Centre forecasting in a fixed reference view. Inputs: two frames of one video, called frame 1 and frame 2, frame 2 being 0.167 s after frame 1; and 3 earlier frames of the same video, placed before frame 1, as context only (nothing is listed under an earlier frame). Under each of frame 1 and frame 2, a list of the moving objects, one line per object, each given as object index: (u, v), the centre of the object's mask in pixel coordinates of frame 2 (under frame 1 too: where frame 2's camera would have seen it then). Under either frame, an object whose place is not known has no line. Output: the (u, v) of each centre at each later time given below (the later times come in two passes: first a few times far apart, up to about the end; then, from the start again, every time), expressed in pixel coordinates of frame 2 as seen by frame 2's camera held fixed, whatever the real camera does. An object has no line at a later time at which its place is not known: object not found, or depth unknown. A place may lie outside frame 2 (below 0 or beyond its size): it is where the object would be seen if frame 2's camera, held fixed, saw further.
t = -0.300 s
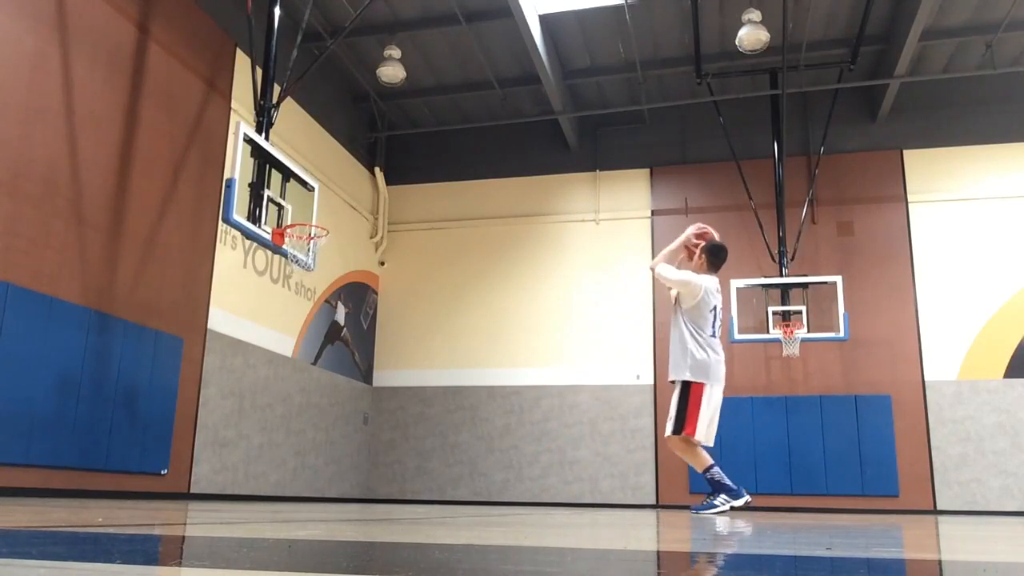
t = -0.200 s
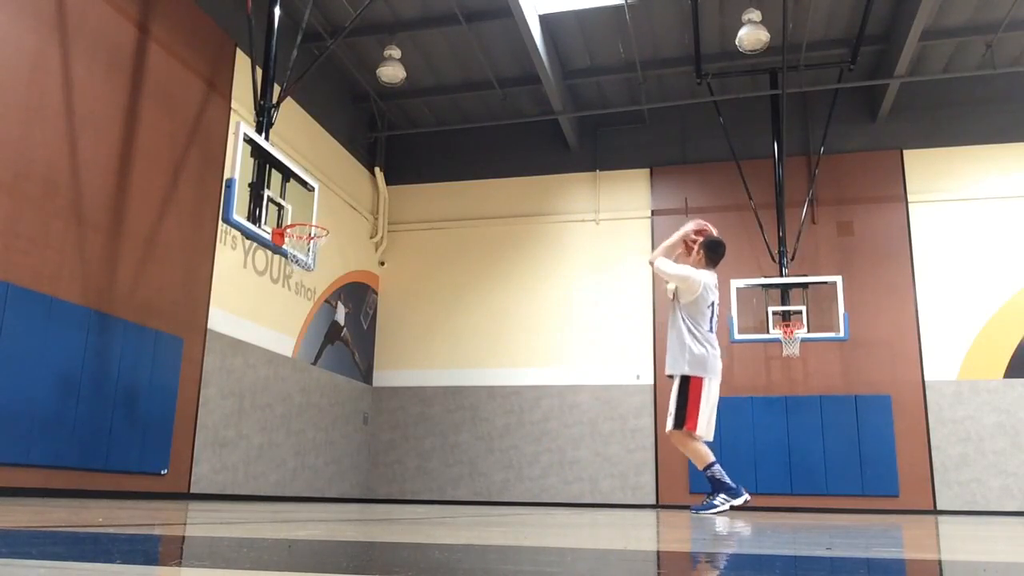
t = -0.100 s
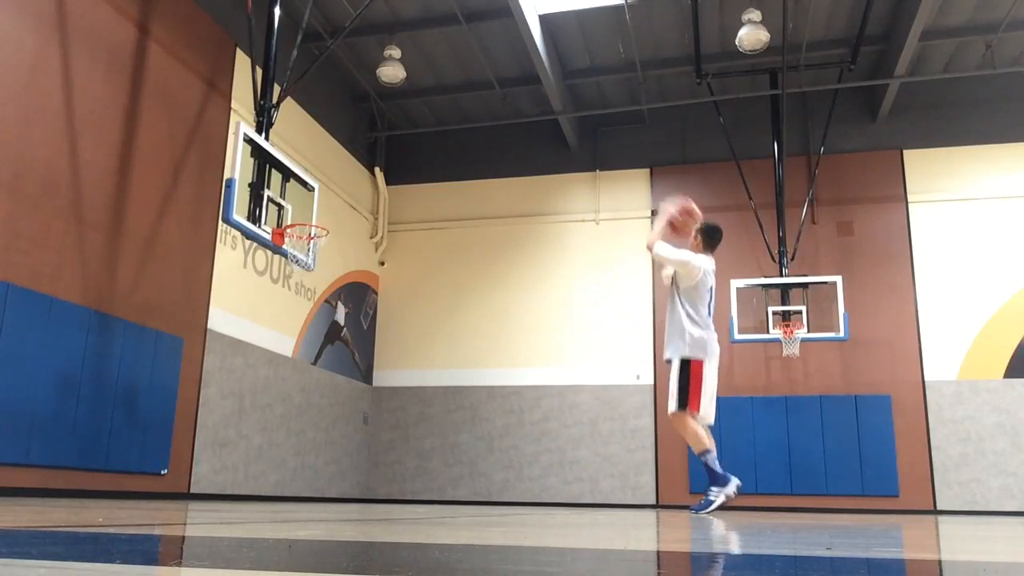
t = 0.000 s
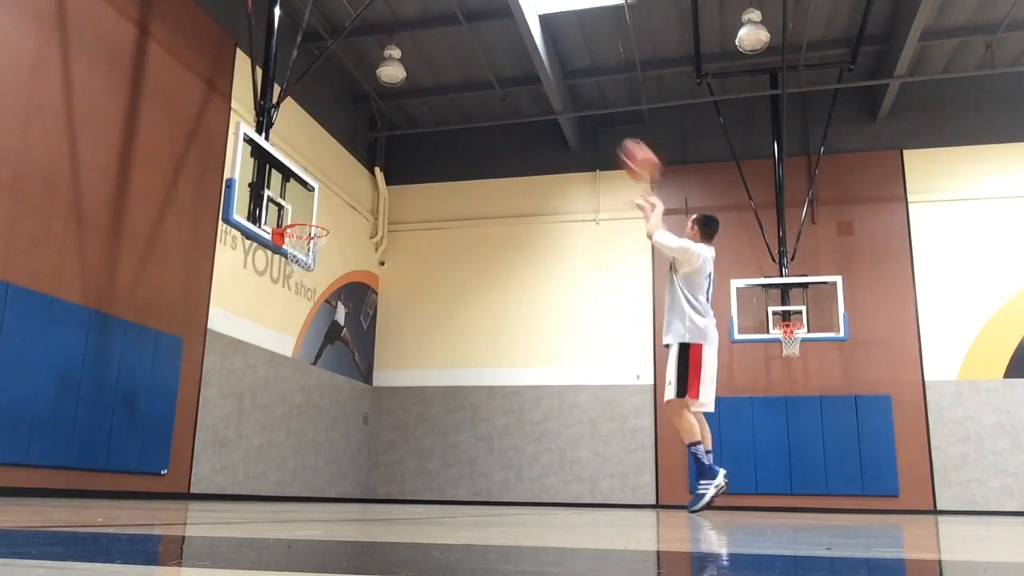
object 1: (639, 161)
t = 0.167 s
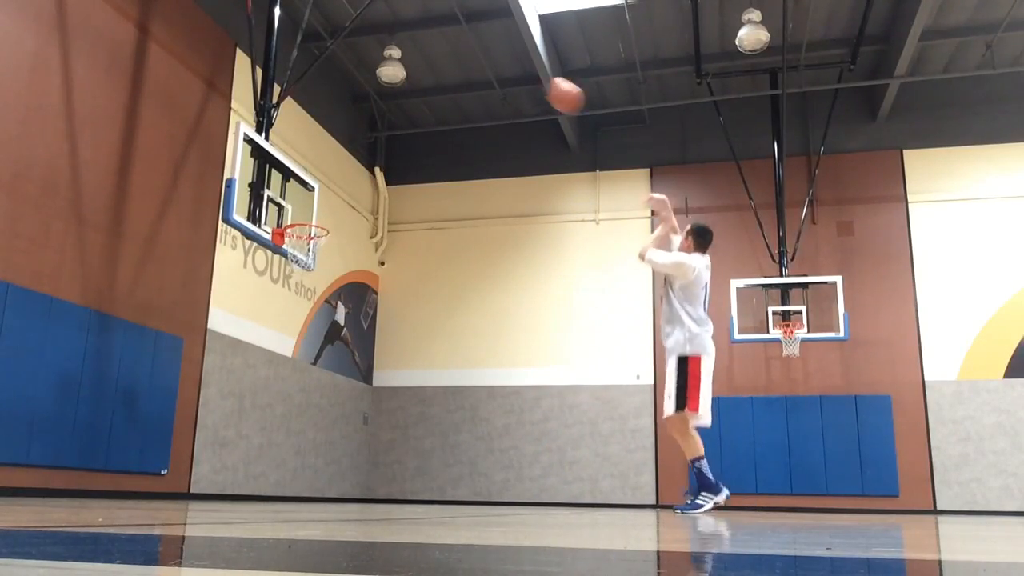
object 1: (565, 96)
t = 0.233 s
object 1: (540, 81)
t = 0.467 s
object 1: (463, 71)
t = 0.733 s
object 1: (391, 119)
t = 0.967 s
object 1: (336, 201)
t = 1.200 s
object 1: (322, 208)
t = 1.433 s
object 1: (312, 231)
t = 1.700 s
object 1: (325, 282)
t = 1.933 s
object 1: (349, 356)
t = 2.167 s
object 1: (366, 479)
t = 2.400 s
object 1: (399, 415)
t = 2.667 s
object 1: (430, 371)
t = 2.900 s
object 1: (456, 377)
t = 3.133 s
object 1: (480, 423)
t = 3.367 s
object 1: (501, 486)
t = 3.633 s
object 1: (527, 432)
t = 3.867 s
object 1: (544, 429)
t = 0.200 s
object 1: (552, 88)
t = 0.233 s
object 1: (540, 81)
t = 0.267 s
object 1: (527, 76)
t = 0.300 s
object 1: (516, 72)
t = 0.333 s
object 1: (504, 70)
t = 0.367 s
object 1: (493, 68)
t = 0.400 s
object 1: (483, 68)
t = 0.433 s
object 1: (472, 69)
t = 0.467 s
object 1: (463, 71)
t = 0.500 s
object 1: (453, 74)
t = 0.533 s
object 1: (444, 77)
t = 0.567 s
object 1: (434, 82)
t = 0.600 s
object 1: (425, 88)
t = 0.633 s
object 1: (416, 94)
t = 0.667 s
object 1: (407, 102)
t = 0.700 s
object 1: (399, 110)
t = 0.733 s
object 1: (391, 119)
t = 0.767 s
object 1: (383, 129)
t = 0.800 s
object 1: (375, 139)
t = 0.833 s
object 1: (368, 149)
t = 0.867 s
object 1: (360, 161)
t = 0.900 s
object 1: (352, 173)
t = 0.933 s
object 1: (344, 187)
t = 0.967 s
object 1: (336, 201)
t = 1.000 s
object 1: (329, 215)
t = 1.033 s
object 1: (327, 218)
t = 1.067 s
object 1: (326, 214)
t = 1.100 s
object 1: (325, 211)
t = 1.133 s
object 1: (324, 209)
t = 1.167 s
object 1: (323, 208)
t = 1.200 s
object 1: (322, 208)
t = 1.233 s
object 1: (321, 209)
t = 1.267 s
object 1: (319, 211)
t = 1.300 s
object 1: (318, 213)
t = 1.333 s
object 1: (317, 216)
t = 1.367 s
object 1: (316, 219)
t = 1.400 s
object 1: (314, 224)
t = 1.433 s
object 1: (312, 231)
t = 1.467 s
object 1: (312, 233)
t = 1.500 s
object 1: (310, 239)
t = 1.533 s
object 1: (312, 249)
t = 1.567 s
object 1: (316, 259)
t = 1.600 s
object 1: (318, 263)
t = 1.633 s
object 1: (320, 267)
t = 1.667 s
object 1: (322, 272)
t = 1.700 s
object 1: (325, 282)
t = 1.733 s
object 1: (330, 289)
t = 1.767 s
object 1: (333, 297)
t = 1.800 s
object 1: (336, 306)
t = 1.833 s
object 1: (340, 317)
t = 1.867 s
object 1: (343, 330)
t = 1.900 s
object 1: (346, 342)
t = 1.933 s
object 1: (349, 356)
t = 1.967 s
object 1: (352, 369)
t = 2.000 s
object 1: (354, 386)
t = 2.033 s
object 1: (356, 403)
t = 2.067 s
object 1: (359, 420)
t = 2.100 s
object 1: (362, 439)
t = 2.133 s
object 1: (364, 459)
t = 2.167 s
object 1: (366, 479)
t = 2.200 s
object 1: (369, 491)
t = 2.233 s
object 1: (375, 476)
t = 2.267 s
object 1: (380, 462)
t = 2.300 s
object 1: (385, 449)
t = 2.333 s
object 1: (389, 437)
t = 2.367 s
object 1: (394, 426)
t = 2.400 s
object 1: (399, 415)
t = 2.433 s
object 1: (402, 407)
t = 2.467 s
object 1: (406, 398)
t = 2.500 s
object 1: (411, 393)
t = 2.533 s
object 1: (415, 387)
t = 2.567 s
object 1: (418, 381)
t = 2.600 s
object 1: (423, 377)
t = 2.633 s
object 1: (426, 374)
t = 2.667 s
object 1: (430, 371)
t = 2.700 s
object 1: (433, 369)
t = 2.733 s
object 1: (437, 369)
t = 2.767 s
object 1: (441, 368)
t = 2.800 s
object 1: (445, 369)
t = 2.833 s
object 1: (449, 371)
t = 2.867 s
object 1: (452, 374)
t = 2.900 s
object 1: (456, 377)
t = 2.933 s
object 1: (459, 381)
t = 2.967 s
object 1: (463, 386)
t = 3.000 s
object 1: (466, 392)
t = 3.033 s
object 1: (470, 398)
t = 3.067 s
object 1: (473, 406)
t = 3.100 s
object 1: (477, 414)
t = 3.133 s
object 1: (480, 423)
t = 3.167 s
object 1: (483, 434)
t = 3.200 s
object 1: (486, 446)
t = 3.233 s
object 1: (489, 458)
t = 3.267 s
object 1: (492, 470)
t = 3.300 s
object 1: (495, 486)
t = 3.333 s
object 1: (498, 496)
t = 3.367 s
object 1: (501, 486)
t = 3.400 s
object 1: (504, 476)
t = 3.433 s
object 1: (507, 466)
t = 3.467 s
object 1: (511, 459)
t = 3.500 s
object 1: (514, 452)
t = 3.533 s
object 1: (517, 445)
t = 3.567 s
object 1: (520, 440)
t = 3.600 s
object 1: (523, 436)
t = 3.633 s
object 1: (527, 432)
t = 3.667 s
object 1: (529, 430)
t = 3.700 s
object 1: (531, 427)
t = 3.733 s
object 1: (534, 426)
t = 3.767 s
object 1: (537, 426)
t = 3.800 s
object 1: (540, 426)
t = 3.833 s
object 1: (542, 428)
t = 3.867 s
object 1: (544, 429)
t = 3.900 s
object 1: (547, 433)
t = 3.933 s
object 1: (550, 437)
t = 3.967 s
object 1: (553, 442)
